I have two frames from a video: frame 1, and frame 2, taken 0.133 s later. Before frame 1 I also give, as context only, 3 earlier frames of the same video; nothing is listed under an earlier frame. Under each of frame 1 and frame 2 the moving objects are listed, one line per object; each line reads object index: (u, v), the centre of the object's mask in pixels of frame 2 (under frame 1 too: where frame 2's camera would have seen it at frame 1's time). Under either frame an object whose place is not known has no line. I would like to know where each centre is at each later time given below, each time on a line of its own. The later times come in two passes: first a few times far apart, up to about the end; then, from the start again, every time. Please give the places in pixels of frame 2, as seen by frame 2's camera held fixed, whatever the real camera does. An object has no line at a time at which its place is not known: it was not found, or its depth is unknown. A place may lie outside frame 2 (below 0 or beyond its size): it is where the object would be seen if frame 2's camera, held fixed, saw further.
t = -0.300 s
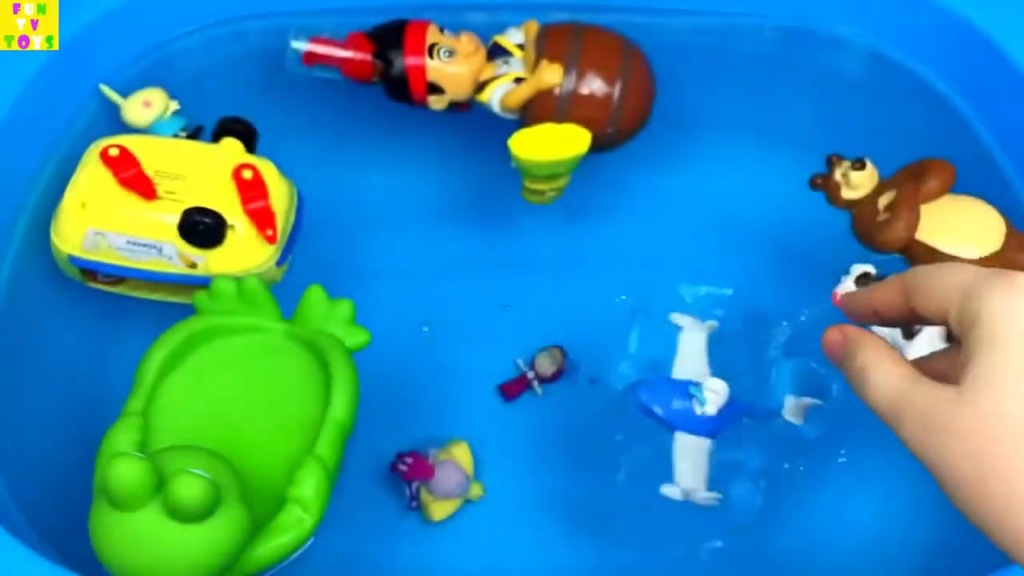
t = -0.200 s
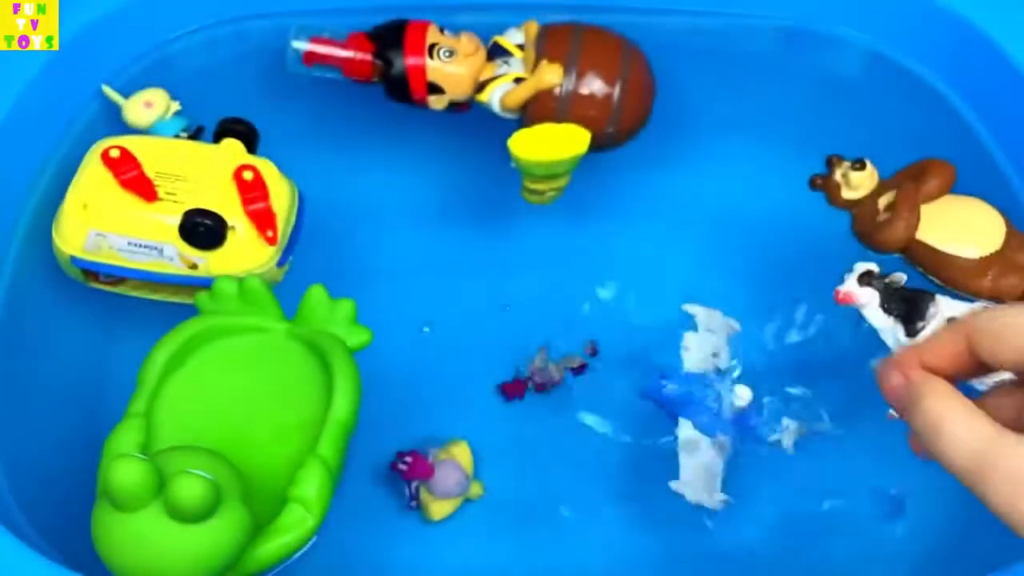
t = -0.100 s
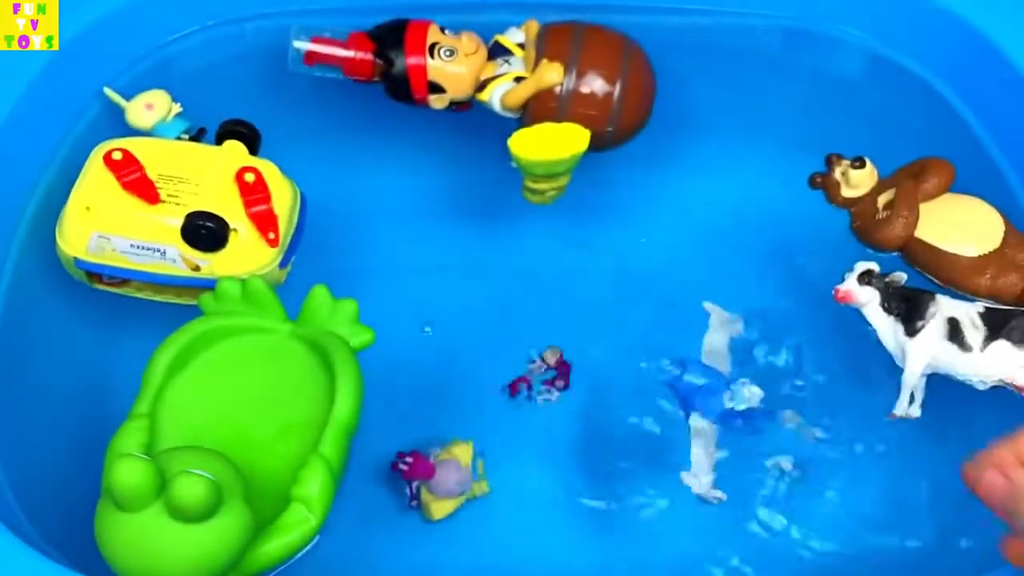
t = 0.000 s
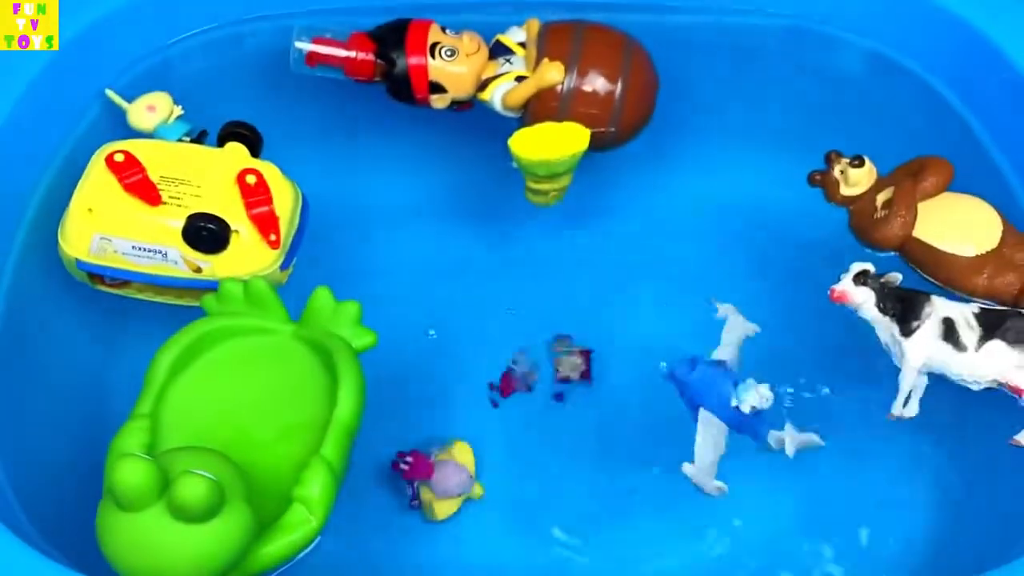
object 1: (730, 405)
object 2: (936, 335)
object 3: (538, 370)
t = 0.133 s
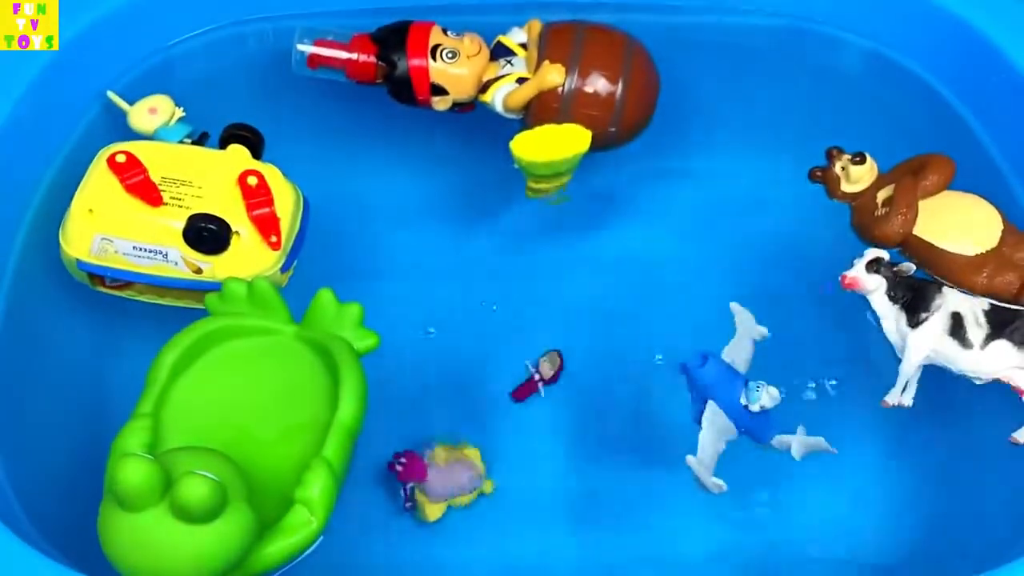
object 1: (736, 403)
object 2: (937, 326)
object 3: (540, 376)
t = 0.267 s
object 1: (743, 403)
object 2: (939, 325)
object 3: (532, 374)
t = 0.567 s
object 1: (756, 410)
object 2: (944, 323)
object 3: (542, 371)
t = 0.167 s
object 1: (737, 404)
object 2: (938, 326)
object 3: (533, 374)
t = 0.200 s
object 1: (739, 405)
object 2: (939, 326)
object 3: (535, 369)
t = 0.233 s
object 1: (741, 404)
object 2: (939, 326)
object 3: (535, 369)
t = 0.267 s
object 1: (743, 403)
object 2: (939, 325)
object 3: (532, 374)
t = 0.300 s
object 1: (748, 406)
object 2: (939, 325)
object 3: (536, 376)
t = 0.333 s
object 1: (748, 406)
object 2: (940, 324)
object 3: (543, 372)
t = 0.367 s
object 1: (748, 406)
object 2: (942, 322)
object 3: (541, 371)
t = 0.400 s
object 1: (750, 404)
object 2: (942, 321)
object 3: (538, 372)
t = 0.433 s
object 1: (752, 406)
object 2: (943, 321)
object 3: (540, 373)
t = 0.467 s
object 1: (755, 407)
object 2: (944, 321)
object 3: (541, 376)
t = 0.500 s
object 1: (754, 408)
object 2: (944, 321)
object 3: (544, 375)
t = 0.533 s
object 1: (755, 409)
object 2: (944, 322)
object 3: (541, 374)
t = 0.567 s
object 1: (756, 410)
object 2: (944, 323)
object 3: (542, 371)
